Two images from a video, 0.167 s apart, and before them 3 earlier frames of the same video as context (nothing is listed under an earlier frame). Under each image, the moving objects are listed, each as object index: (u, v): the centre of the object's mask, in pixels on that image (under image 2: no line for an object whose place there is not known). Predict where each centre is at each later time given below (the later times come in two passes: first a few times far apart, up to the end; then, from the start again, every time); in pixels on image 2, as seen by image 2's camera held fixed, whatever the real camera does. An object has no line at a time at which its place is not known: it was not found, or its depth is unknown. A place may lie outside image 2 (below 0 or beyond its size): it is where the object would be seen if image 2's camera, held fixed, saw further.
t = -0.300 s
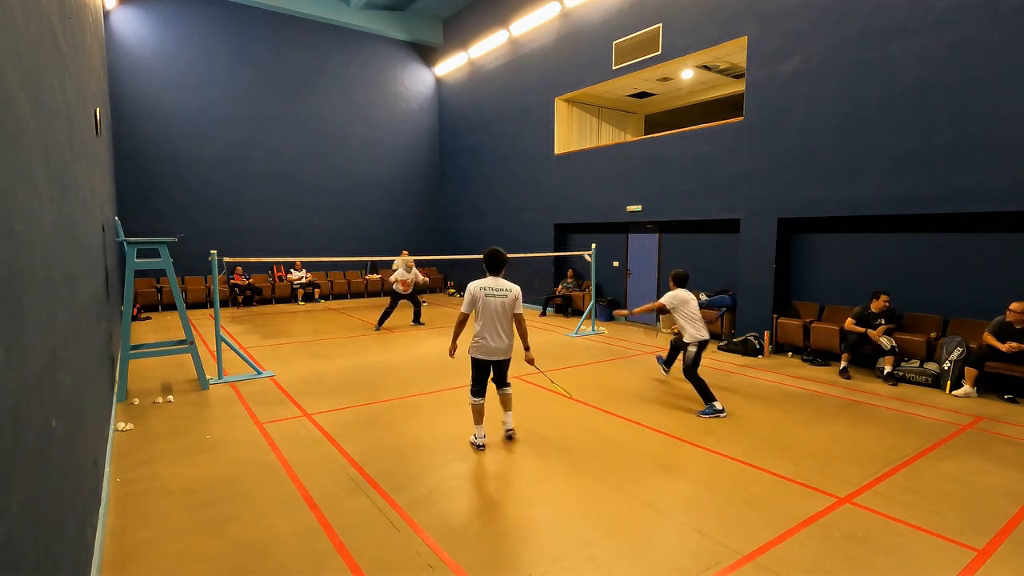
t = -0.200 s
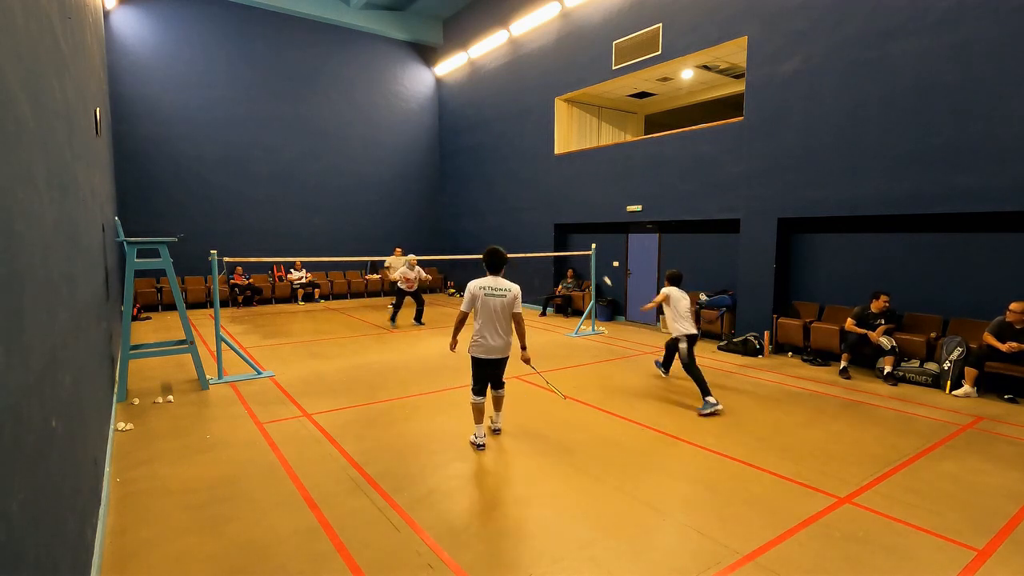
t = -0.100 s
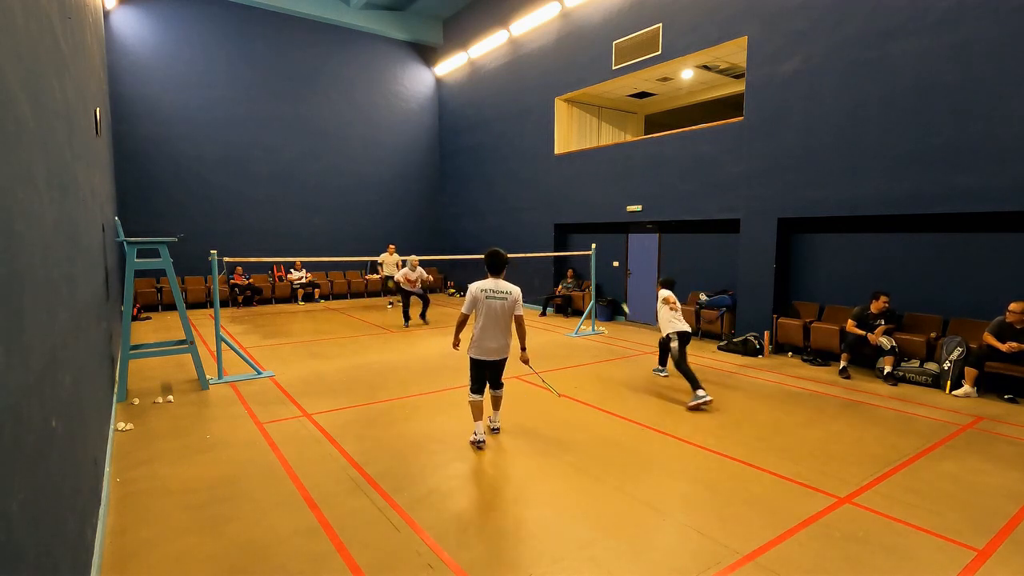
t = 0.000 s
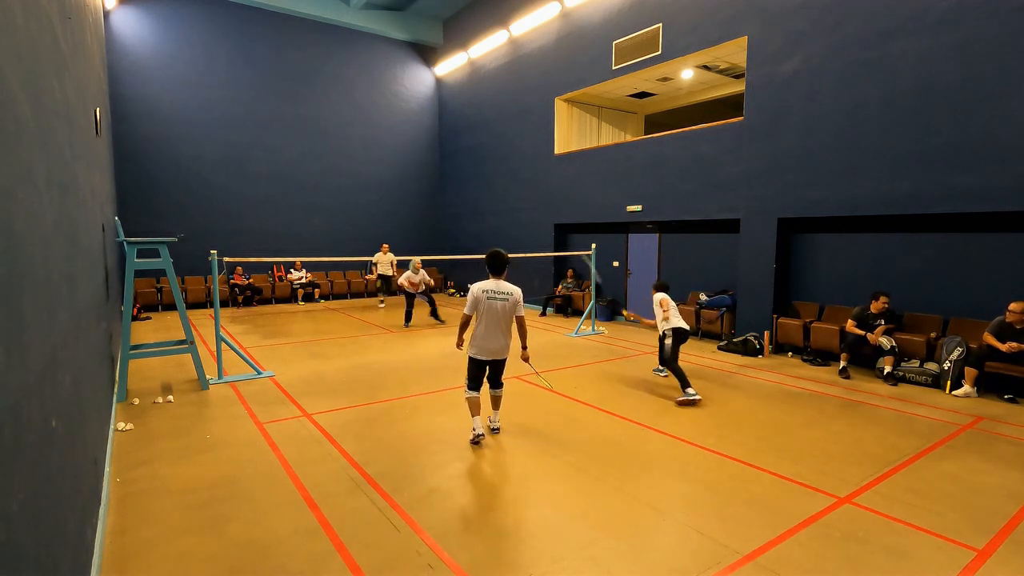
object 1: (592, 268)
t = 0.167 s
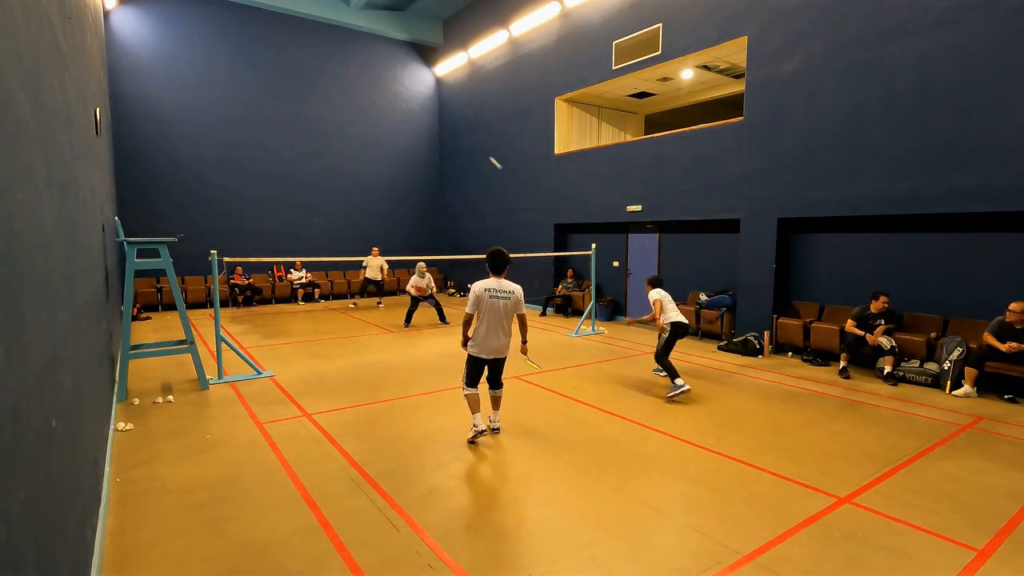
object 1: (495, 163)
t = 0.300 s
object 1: (453, 125)
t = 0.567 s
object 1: (402, 101)
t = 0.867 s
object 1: (369, 117)
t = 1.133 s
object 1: (352, 156)
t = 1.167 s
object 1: (350, 162)
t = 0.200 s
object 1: (482, 150)
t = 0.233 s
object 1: (472, 141)
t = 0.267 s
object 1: (462, 133)
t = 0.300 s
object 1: (453, 125)
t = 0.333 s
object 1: (445, 120)
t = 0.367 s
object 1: (437, 115)
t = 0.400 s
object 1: (430, 111)
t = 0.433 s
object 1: (424, 107)
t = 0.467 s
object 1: (418, 105)
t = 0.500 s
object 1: (412, 103)
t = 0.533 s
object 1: (407, 102)
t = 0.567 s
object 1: (402, 101)
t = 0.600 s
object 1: (398, 101)
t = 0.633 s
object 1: (393, 101)
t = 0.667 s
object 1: (390, 102)
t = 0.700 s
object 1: (386, 104)
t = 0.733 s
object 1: (382, 105)
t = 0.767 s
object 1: (378, 108)
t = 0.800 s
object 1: (375, 111)
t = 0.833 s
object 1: (372, 114)
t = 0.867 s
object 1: (369, 117)
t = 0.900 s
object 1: (366, 121)
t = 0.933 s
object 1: (364, 125)
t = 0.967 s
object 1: (361, 129)
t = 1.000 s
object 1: (359, 134)
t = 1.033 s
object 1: (357, 139)
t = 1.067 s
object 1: (355, 145)
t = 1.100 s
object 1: (354, 150)
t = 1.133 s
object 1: (352, 156)
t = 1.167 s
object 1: (350, 162)
